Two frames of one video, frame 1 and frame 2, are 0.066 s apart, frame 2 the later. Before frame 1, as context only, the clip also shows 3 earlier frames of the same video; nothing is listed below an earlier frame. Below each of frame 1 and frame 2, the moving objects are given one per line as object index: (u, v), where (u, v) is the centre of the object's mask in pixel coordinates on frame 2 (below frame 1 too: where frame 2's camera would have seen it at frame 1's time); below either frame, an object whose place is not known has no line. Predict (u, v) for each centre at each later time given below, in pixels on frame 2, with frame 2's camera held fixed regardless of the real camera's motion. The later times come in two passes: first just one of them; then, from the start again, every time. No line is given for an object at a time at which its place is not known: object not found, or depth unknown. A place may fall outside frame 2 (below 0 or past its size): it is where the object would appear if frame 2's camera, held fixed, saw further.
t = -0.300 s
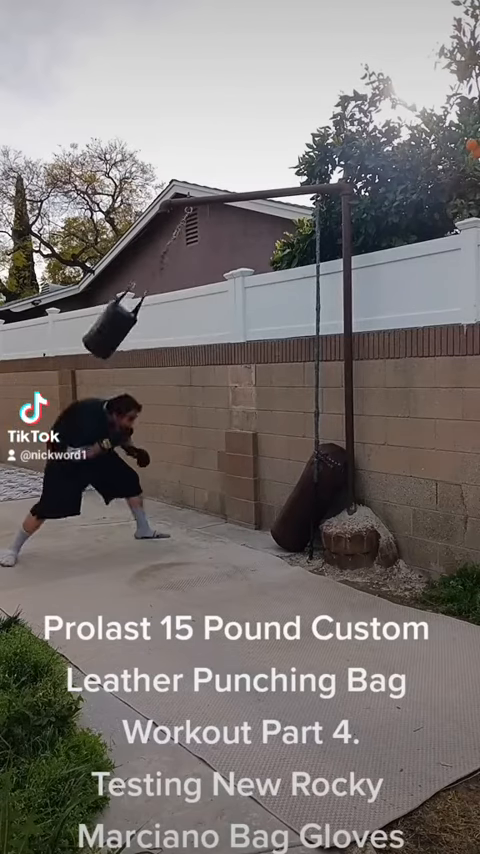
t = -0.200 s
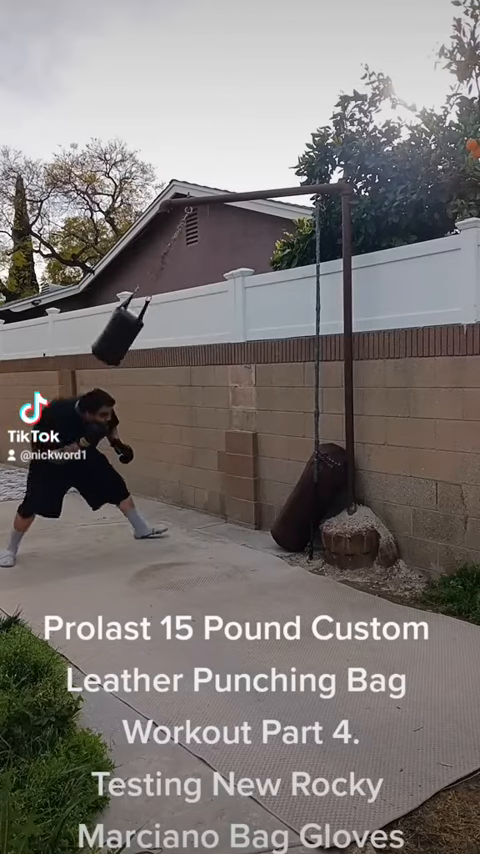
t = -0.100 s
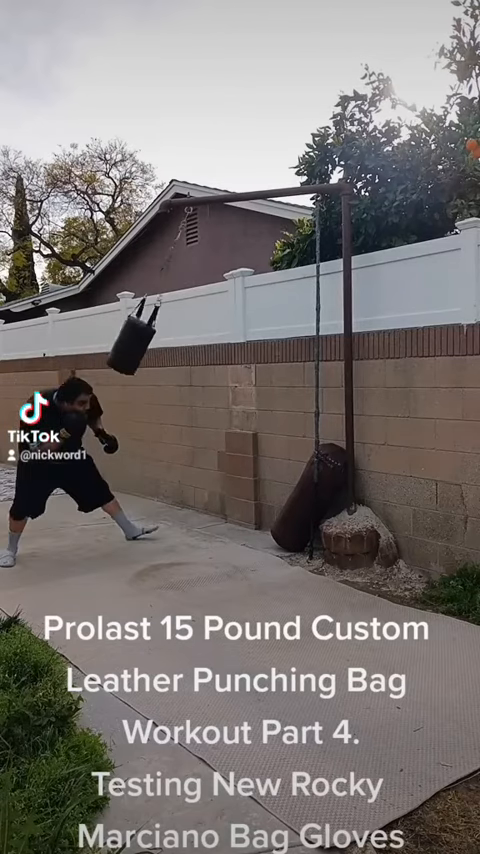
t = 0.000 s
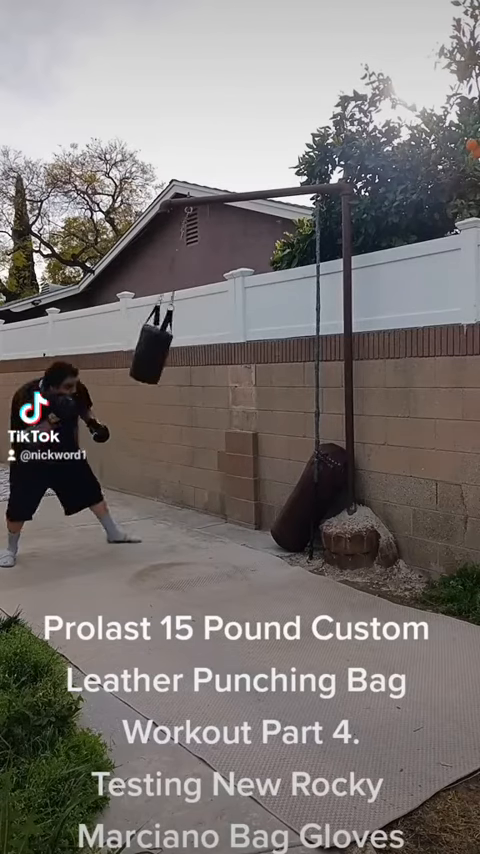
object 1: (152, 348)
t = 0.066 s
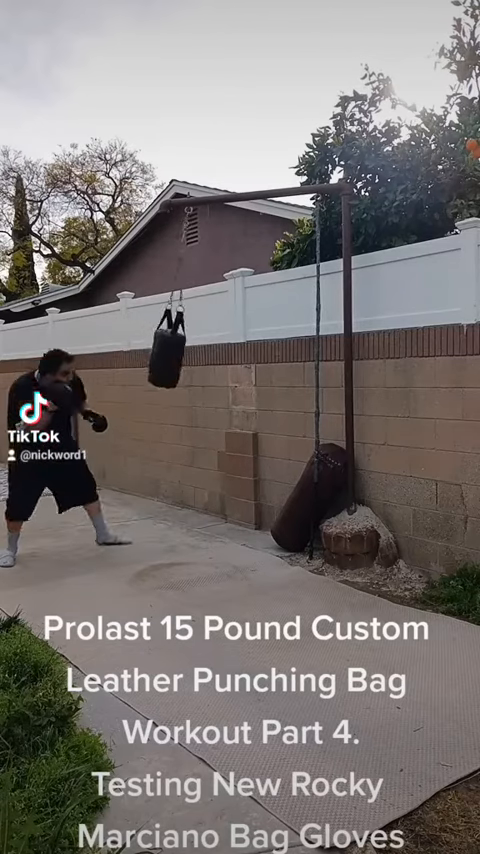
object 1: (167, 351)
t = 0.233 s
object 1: (210, 351)
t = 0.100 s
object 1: (176, 352)
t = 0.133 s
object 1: (184, 352)
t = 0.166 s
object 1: (193, 352)
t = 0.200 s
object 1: (202, 352)
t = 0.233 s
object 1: (210, 351)
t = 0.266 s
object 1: (218, 349)
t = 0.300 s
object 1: (227, 347)
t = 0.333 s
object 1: (235, 344)
